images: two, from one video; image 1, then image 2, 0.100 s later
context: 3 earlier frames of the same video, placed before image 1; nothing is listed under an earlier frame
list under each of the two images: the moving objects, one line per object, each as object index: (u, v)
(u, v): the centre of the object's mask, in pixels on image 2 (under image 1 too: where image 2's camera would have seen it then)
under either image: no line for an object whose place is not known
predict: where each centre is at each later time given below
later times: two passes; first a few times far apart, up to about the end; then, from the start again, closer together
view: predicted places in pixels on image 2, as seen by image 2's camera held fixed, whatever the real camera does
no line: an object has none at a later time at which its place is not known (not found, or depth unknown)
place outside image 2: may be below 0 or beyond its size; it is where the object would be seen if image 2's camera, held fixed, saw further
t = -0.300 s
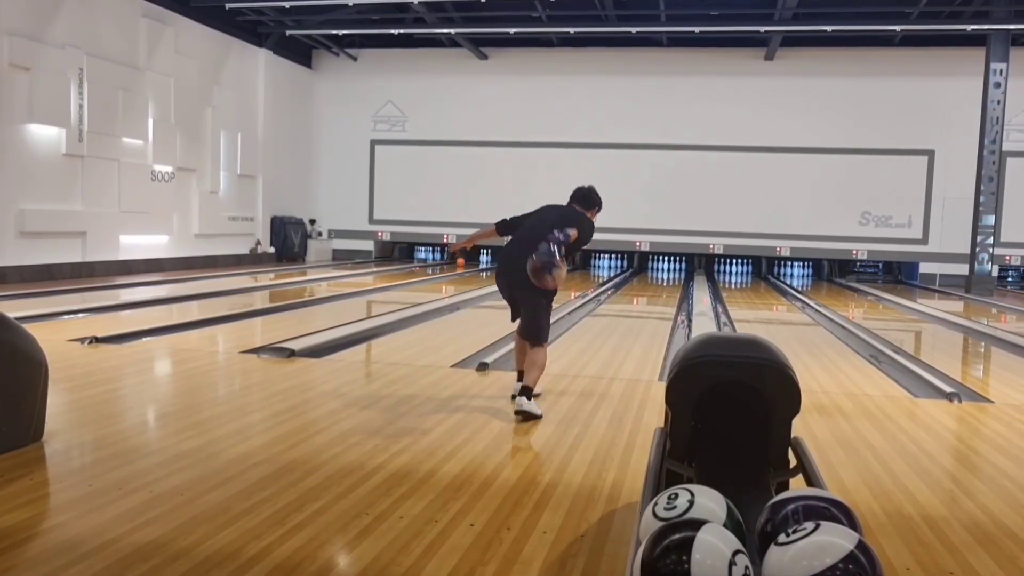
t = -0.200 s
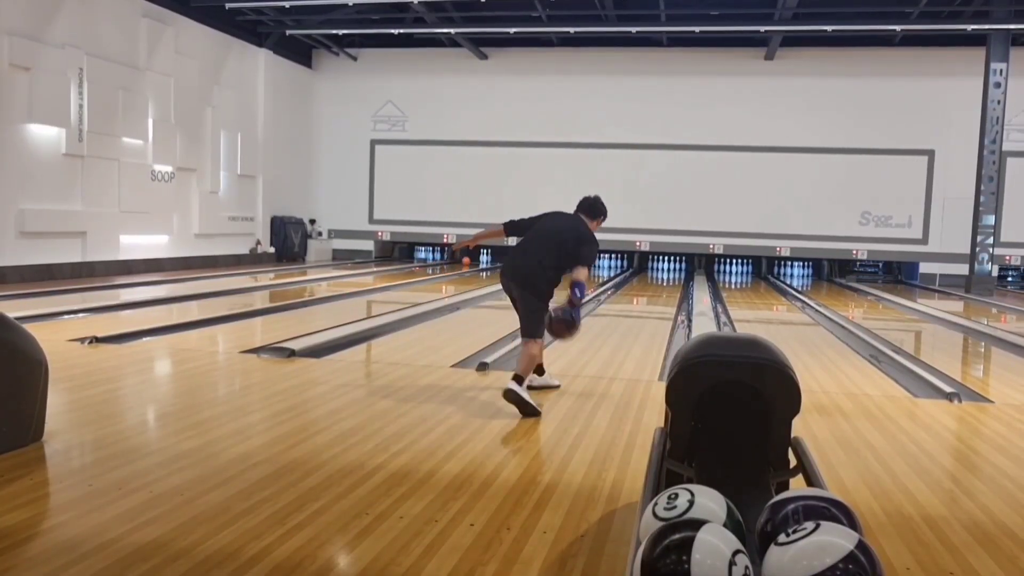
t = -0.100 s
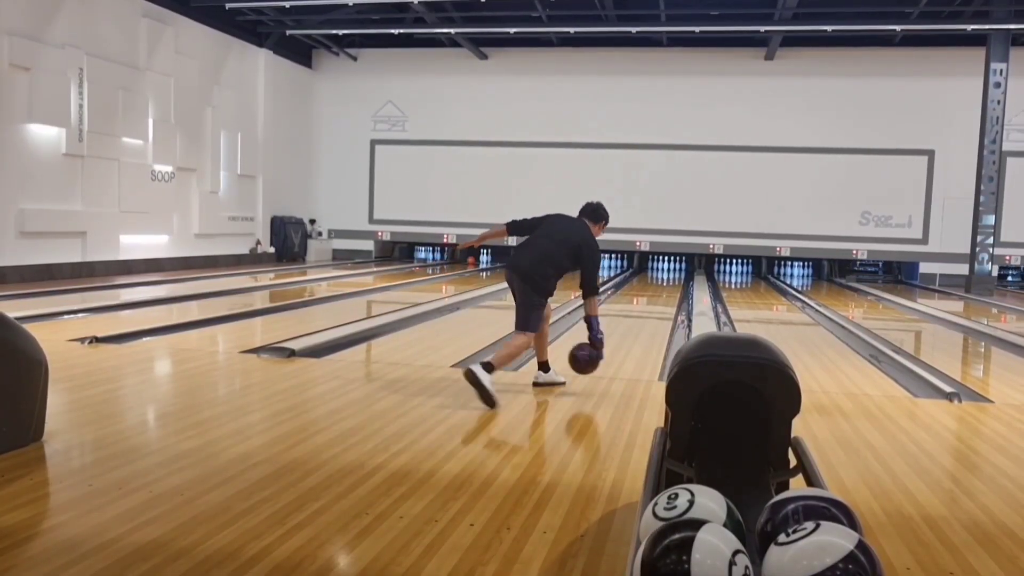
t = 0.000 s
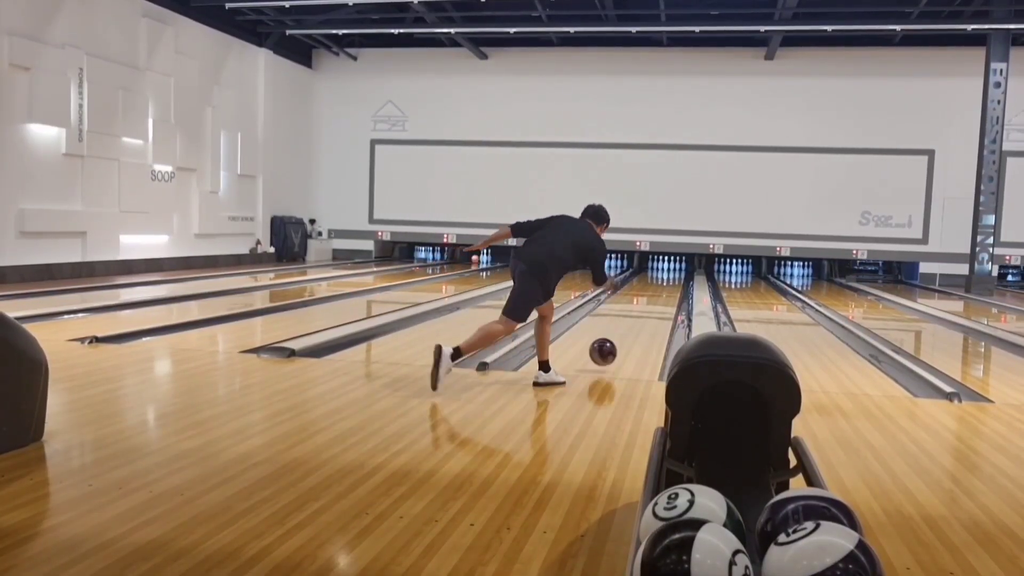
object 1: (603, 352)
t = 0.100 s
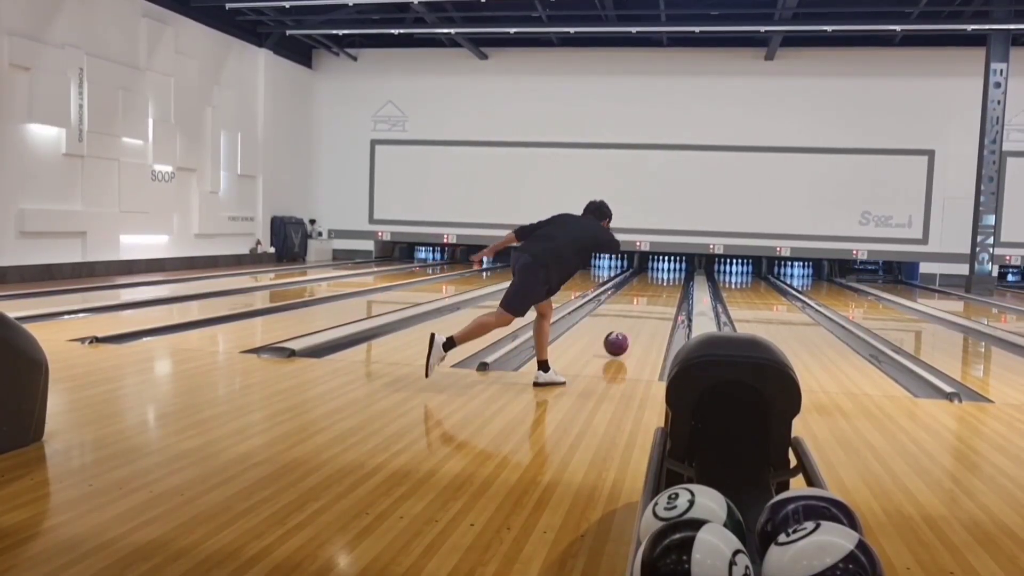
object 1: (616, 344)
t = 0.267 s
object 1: (633, 327)
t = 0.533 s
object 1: (651, 309)
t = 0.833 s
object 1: (664, 296)
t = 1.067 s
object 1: (670, 287)
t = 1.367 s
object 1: (675, 280)
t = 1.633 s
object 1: (677, 275)
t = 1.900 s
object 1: (676, 270)
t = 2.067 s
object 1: (674, 269)
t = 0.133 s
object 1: (620, 340)
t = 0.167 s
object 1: (624, 336)
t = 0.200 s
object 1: (626, 334)
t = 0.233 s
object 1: (630, 330)
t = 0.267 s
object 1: (633, 327)
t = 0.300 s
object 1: (636, 324)
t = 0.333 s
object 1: (639, 321)
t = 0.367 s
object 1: (641, 319)
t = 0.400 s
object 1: (643, 317)
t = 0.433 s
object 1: (645, 314)
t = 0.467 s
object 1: (647, 312)
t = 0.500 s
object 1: (649, 311)
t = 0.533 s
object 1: (651, 309)
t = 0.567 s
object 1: (653, 307)
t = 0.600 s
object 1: (655, 305)
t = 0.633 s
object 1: (656, 303)
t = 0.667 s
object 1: (657, 302)
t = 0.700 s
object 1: (659, 300)
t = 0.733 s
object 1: (660, 299)
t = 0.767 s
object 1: (662, 297)
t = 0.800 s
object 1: (663, 297)
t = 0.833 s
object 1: (664, 296)
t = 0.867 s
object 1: (665, 294)
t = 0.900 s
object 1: (666, 292)
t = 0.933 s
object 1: (667, 291)
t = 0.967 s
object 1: (667, 291)
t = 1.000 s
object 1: (668, 289)
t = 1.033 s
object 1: (670, 288)
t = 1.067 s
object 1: (670, 287)
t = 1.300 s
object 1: (674, 281)
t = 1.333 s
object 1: (675, 280)
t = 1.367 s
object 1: (675, 280)
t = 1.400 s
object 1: (676, 279)
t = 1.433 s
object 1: (675, 279)
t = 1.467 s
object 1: (676, 278)
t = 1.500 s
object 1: (677, 277)
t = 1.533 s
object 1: (676, 277)
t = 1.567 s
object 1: (678, 276)
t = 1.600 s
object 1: (679, 276)
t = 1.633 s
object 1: (677, 275)
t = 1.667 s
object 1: (679, 274)
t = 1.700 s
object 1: (678, 275)
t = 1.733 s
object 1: (679, 274)
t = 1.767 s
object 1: (679, 272)
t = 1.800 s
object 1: (679, 272)
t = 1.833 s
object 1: (679, 273)
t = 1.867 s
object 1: (676, 271)
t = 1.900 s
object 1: (676, 270)
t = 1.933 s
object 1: (677, 270)
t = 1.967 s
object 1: (675, 270)
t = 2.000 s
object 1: (674, 270)
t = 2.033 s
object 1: (674, 270)
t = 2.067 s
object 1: (674, 269)
